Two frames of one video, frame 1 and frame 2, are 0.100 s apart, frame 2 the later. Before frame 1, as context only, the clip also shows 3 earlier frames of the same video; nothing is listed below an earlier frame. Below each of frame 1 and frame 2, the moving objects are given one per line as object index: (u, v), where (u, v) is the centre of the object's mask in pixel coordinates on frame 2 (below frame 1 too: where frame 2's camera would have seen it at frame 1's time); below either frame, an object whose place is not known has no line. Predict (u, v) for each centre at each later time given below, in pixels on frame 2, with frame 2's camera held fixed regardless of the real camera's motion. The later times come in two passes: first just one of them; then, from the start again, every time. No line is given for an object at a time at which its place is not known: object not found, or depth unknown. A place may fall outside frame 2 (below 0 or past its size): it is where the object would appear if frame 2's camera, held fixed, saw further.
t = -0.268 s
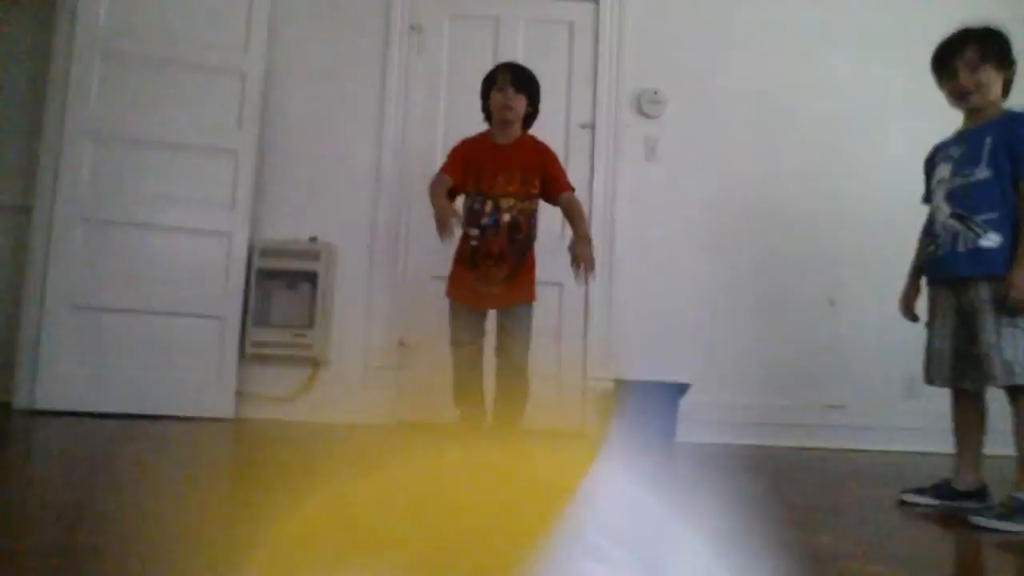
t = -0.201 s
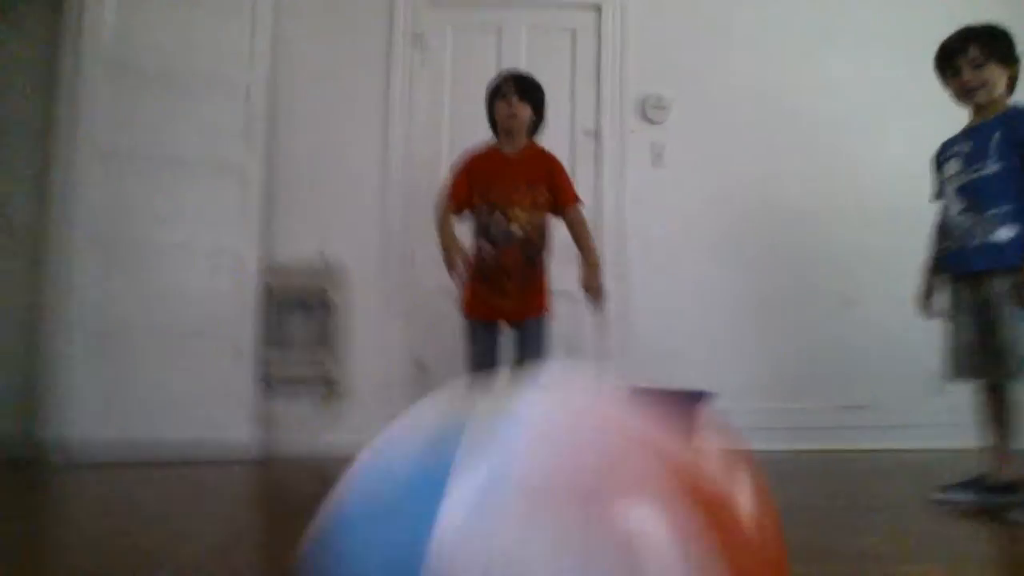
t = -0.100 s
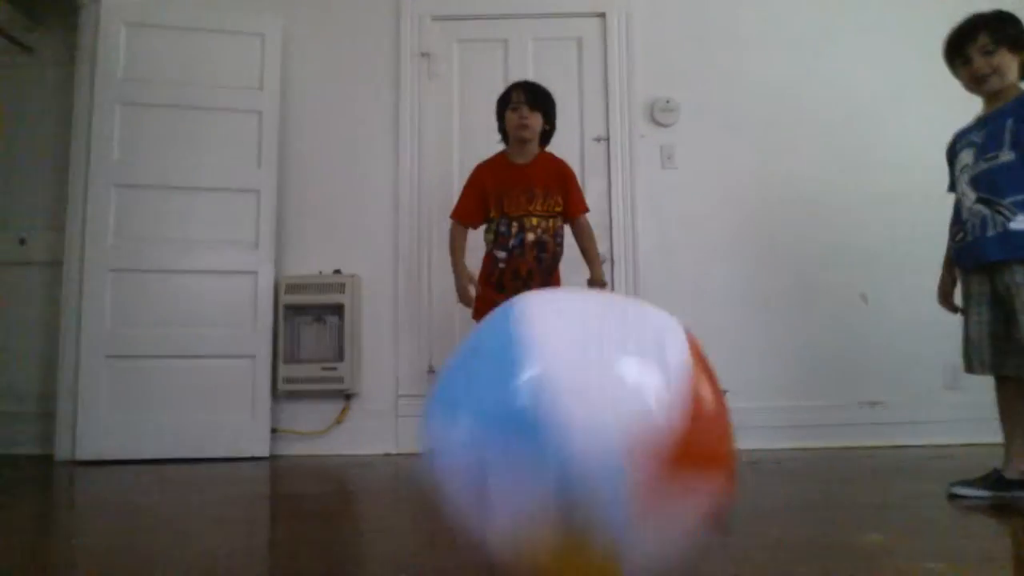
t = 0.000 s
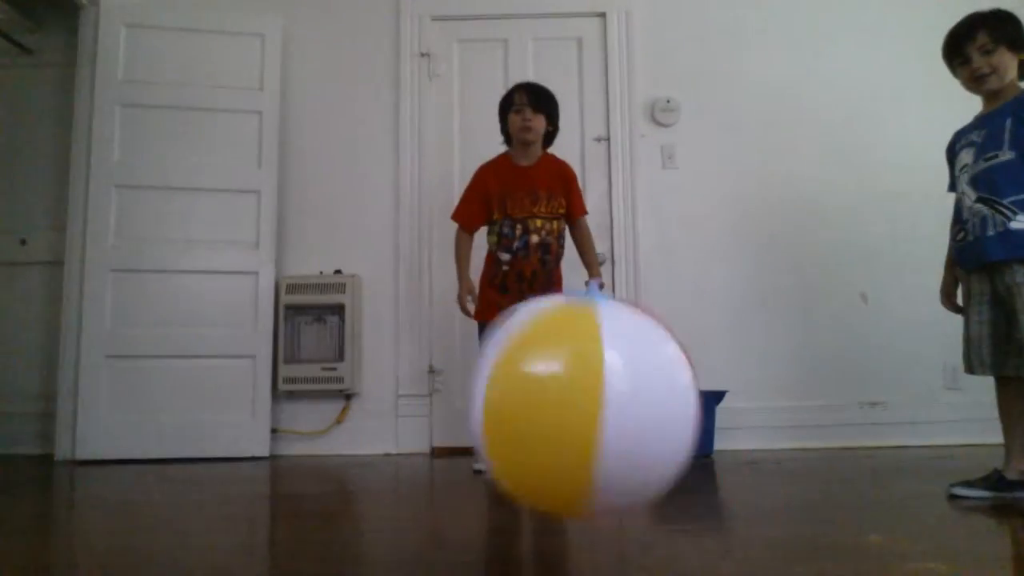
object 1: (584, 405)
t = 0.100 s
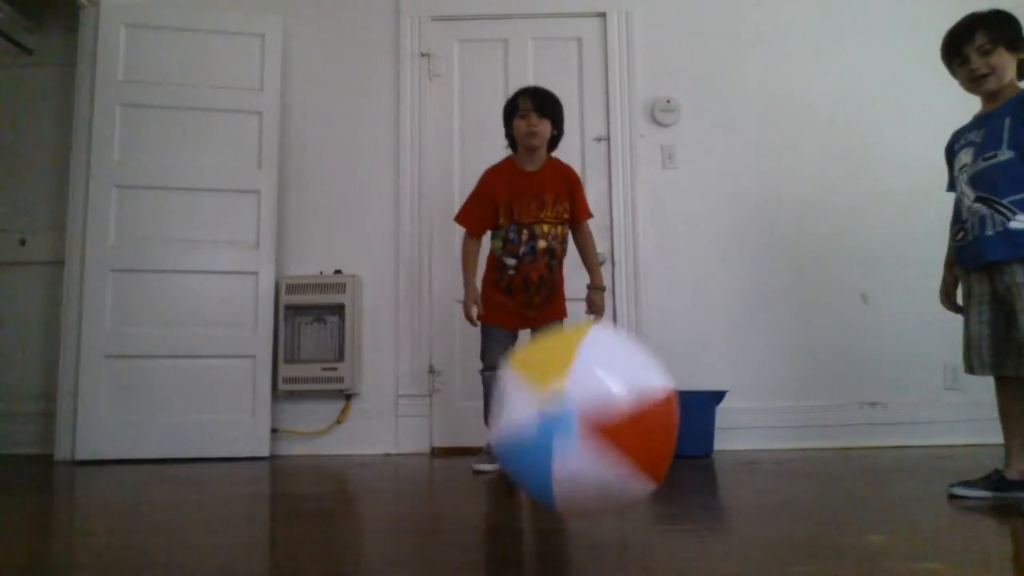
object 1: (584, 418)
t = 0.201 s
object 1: (586, 463)
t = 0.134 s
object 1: (585, 429)
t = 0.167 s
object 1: (586, 446)
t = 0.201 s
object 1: (586, 463)
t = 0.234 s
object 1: (587, 458)
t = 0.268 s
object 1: (587, 443)
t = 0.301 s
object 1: (588, 432)
